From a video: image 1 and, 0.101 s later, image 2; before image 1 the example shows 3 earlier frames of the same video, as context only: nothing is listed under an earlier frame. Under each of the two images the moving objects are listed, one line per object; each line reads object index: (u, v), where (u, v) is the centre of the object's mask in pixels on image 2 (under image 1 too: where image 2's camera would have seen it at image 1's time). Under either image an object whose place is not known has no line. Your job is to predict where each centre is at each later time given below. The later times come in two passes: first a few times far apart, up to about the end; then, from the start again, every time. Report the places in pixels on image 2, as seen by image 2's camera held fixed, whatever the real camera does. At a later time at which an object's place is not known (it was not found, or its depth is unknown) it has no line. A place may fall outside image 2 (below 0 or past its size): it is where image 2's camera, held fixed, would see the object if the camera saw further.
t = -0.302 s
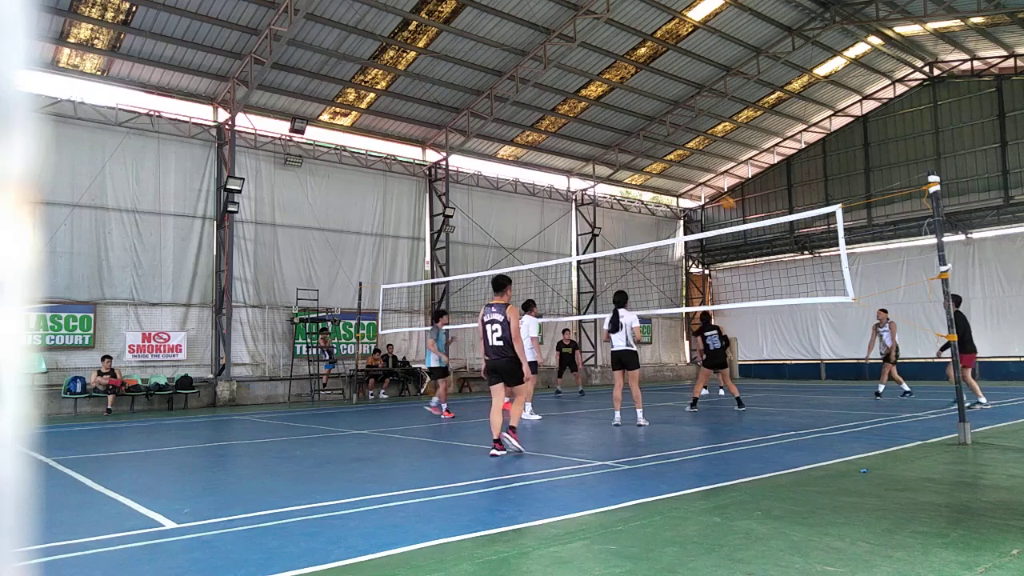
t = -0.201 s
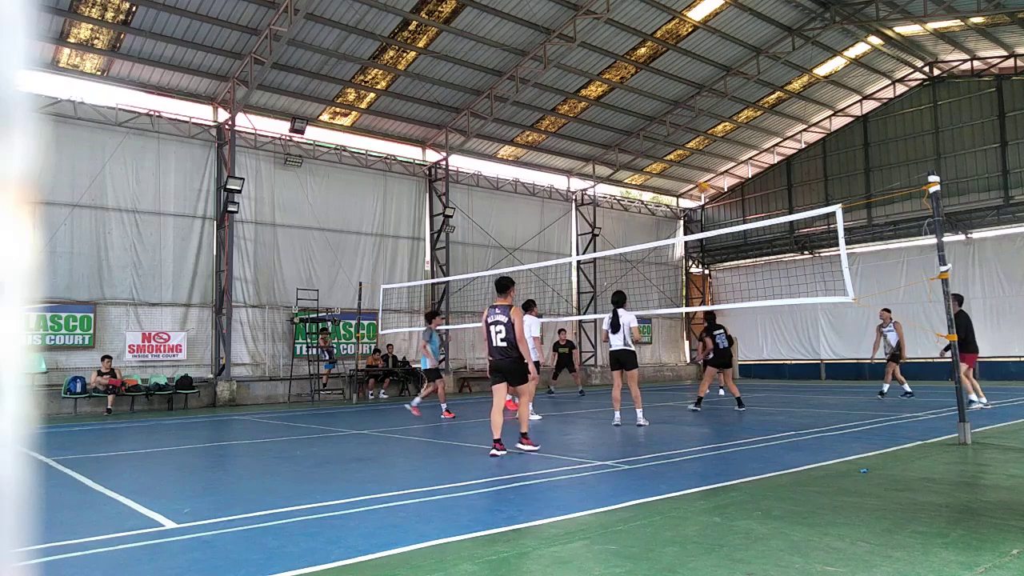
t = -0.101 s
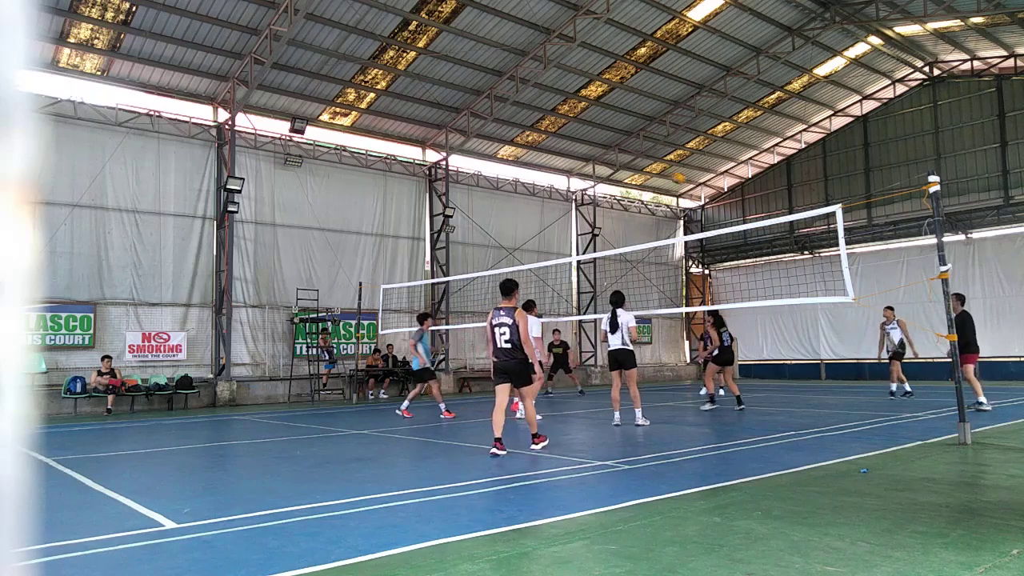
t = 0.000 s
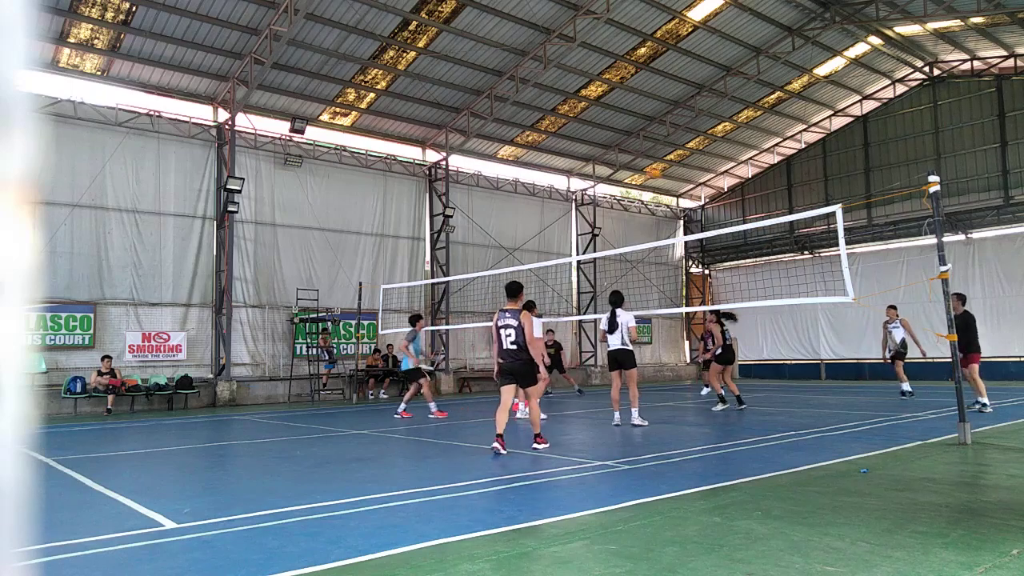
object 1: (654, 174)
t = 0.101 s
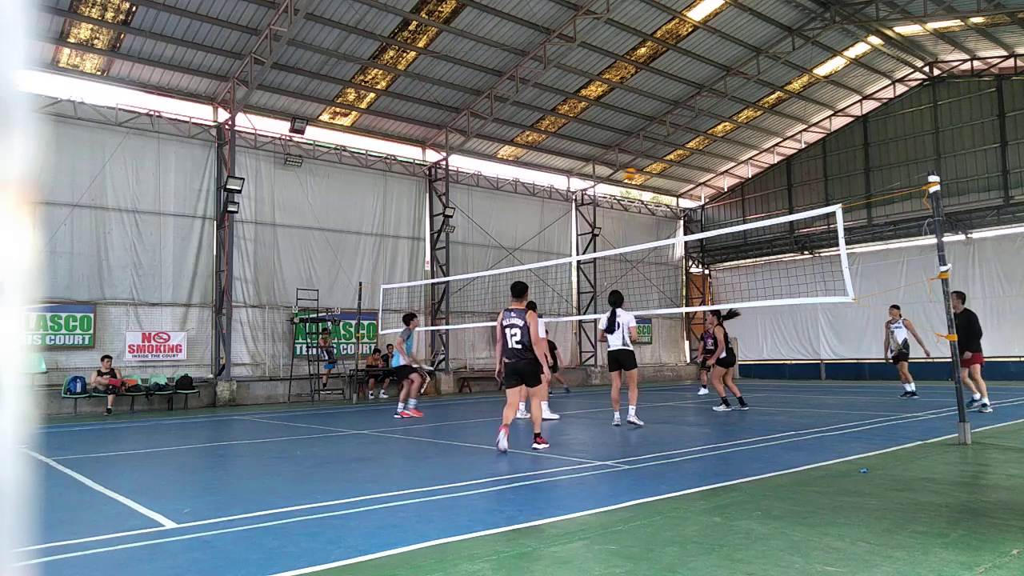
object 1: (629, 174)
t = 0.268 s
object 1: (588, 188)
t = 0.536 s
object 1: (523, 242)
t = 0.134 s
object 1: (621, 175)
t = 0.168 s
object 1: (612, 177)
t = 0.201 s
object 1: (605, 179)
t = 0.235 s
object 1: (596, 183)
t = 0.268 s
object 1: (588, 188)
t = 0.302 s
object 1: (581, 193)
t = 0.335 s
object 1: (572, 197)
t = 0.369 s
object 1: (564, 203)
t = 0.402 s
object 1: (556, 211)
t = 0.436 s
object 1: (548, 217)
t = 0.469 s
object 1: (539, 223)
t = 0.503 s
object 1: (531, 232)
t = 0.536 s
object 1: (523, 242)
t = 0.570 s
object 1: (516, 251)
